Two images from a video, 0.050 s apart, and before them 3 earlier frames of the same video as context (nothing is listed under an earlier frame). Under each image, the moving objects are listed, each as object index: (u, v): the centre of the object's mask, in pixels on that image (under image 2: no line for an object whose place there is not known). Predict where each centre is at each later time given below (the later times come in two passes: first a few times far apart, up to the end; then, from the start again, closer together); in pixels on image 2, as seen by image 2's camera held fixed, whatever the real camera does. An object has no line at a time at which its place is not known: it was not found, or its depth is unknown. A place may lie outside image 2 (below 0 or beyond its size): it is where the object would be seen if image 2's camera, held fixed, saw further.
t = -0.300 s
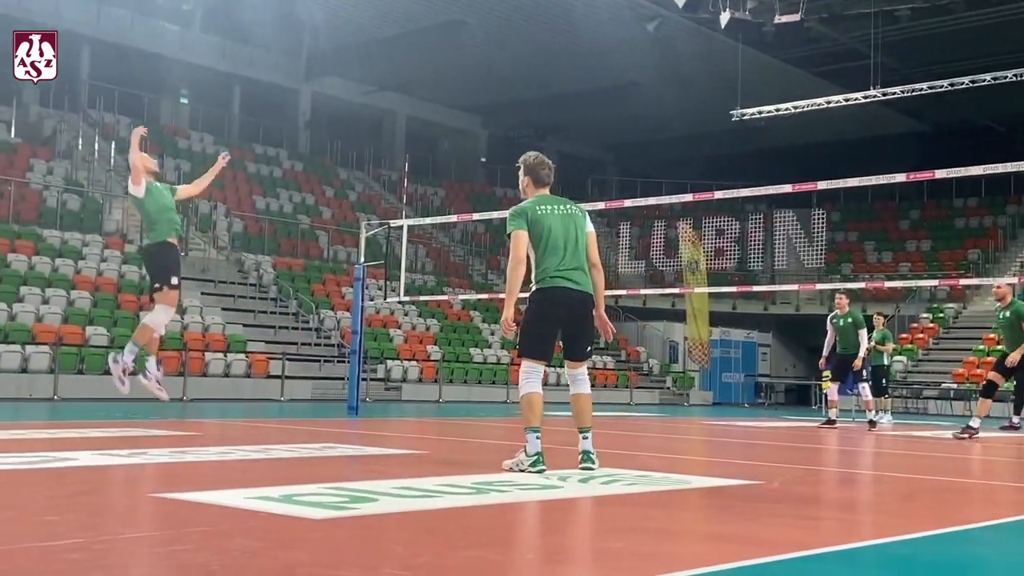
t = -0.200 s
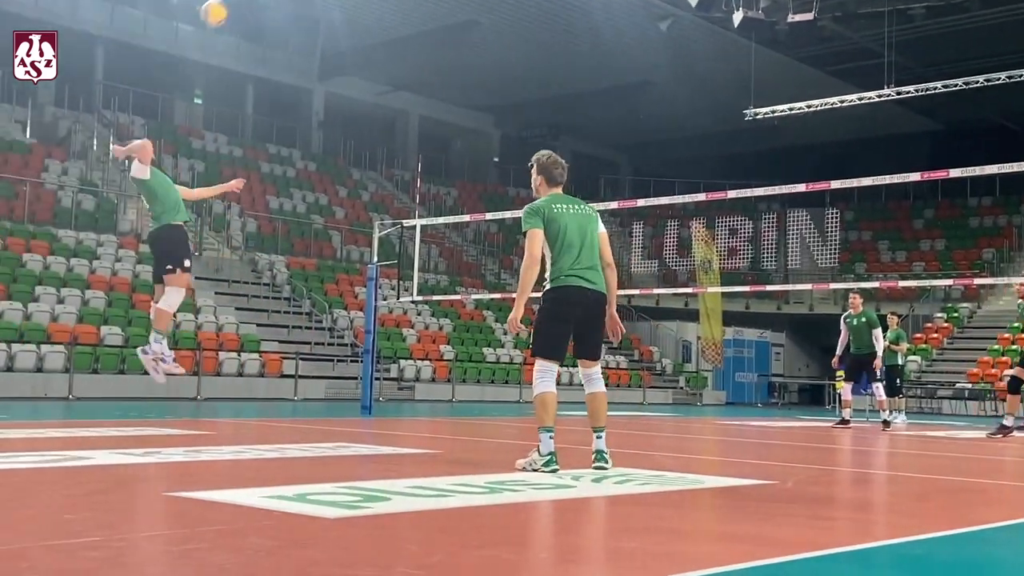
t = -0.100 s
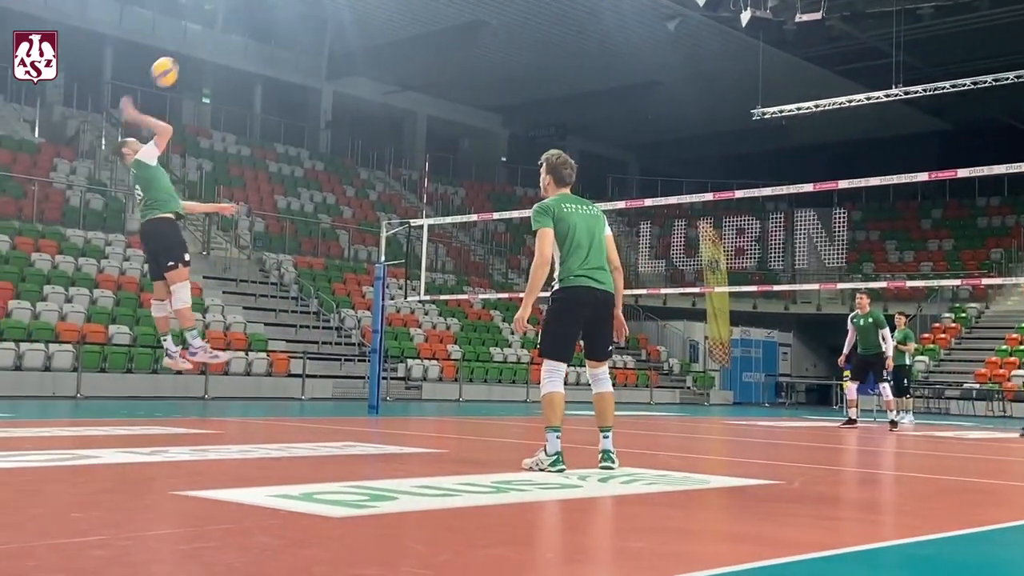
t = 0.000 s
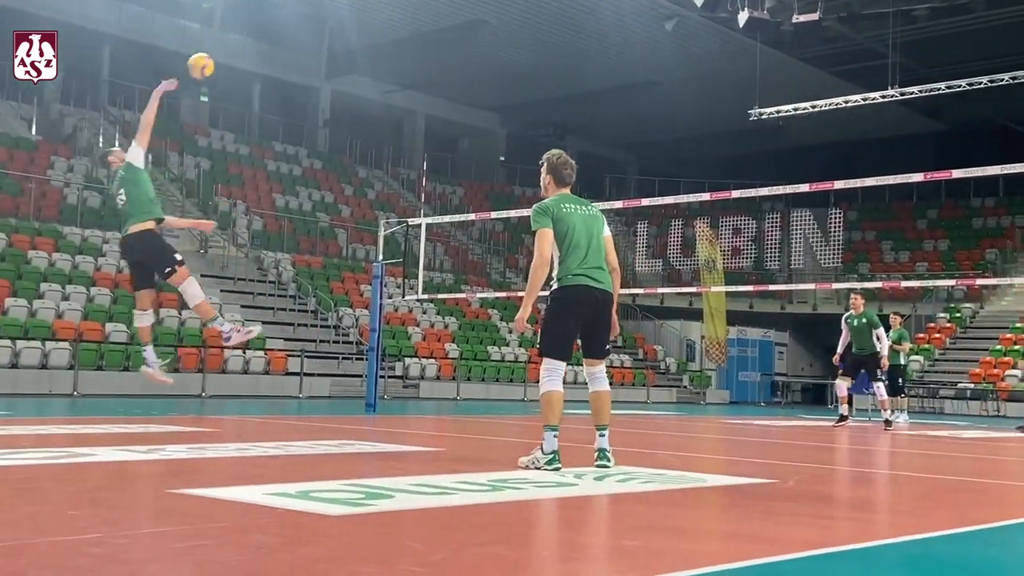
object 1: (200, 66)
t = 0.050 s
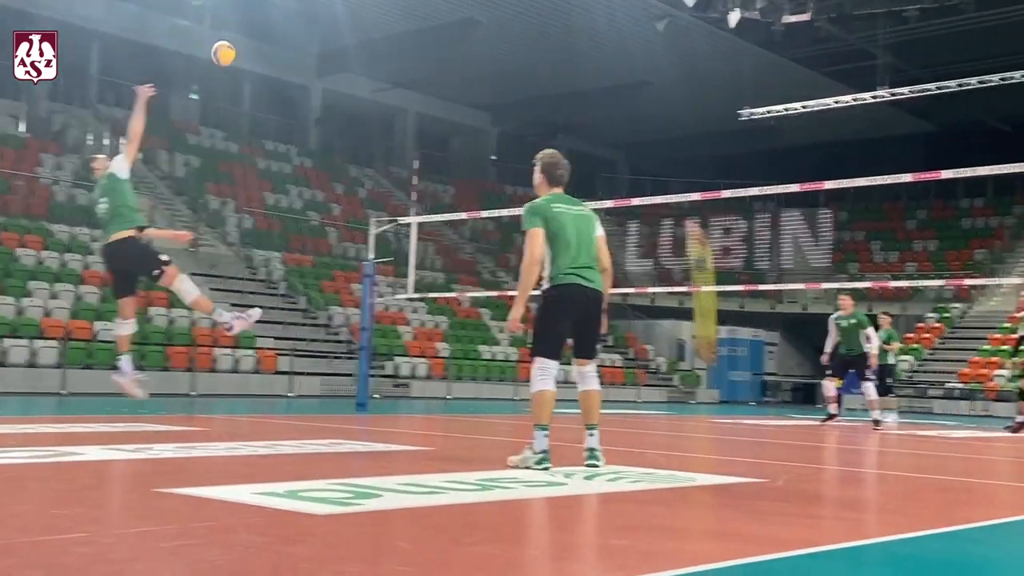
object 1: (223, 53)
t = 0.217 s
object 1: (316, 45)
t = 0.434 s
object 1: (410, 75)
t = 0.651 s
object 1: (481, 141)
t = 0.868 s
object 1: (533, 226)
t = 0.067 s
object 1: (234, 51)
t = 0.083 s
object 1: (244, 49)
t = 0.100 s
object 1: (254, 47)
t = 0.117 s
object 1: (263, 46)
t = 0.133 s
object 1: (272, 45)
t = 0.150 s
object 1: (282, 44)
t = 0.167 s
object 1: (291, 44)
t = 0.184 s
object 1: (300, 45)
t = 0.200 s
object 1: (308, 44)
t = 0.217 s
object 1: (316, 45)
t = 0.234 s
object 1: (324, 46)
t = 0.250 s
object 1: (332, 47)
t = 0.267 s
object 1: (340, 48)
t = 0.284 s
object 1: (348, 50)
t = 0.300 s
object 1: (355, 52)
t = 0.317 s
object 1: (362, 54)
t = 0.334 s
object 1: (370, 56)
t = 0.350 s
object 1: (377, 59)
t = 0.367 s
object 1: (383, 62)
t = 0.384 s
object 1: (390, 65)
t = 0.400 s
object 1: (397, 68)
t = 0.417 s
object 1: (403, 72)
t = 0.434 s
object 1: (410, 75)
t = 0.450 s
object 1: (416, 79)
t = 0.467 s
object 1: (422, 84)
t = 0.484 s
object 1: (428, 88)
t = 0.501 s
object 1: (434, 92)
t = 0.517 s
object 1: (439, 97)
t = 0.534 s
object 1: (445, 102)
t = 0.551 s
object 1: (451, 107)
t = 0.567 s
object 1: (457, 112)
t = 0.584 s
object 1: (462, 117)
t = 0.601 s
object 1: (467, 123)
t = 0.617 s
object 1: (472, 129)
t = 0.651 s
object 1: (481, 141)
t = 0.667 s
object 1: (487, 147)
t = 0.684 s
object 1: (491, 153)
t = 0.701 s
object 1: (496, 159)
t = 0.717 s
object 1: (500, 166)
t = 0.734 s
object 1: (504, 173)
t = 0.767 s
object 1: (513, 186)
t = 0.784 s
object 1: (518, 194)
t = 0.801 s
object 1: (521, 200)
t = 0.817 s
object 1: (525, 203)
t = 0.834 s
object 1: (530, 218)
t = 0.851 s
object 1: (533, 222)
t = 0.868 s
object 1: (533, 226)
